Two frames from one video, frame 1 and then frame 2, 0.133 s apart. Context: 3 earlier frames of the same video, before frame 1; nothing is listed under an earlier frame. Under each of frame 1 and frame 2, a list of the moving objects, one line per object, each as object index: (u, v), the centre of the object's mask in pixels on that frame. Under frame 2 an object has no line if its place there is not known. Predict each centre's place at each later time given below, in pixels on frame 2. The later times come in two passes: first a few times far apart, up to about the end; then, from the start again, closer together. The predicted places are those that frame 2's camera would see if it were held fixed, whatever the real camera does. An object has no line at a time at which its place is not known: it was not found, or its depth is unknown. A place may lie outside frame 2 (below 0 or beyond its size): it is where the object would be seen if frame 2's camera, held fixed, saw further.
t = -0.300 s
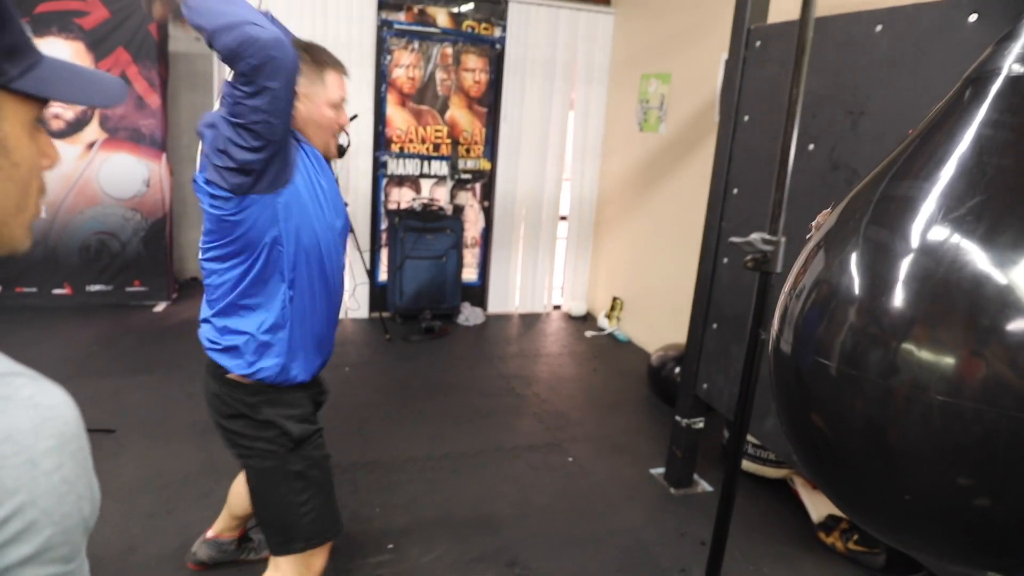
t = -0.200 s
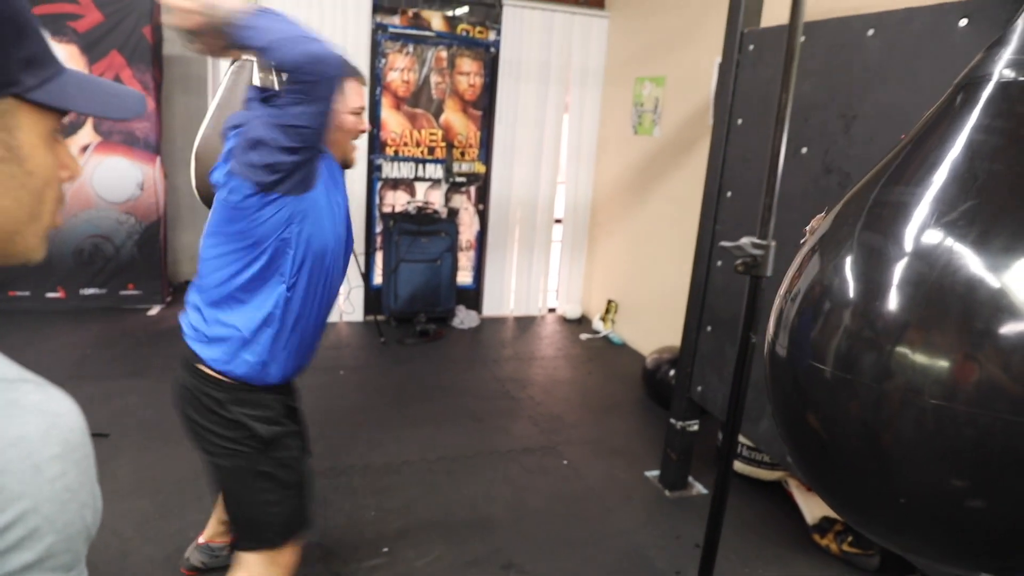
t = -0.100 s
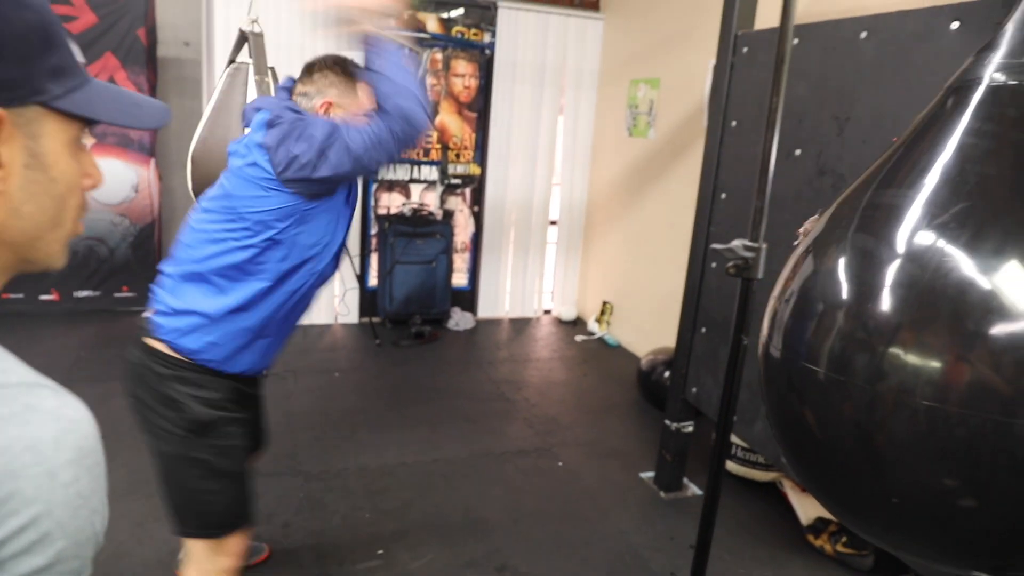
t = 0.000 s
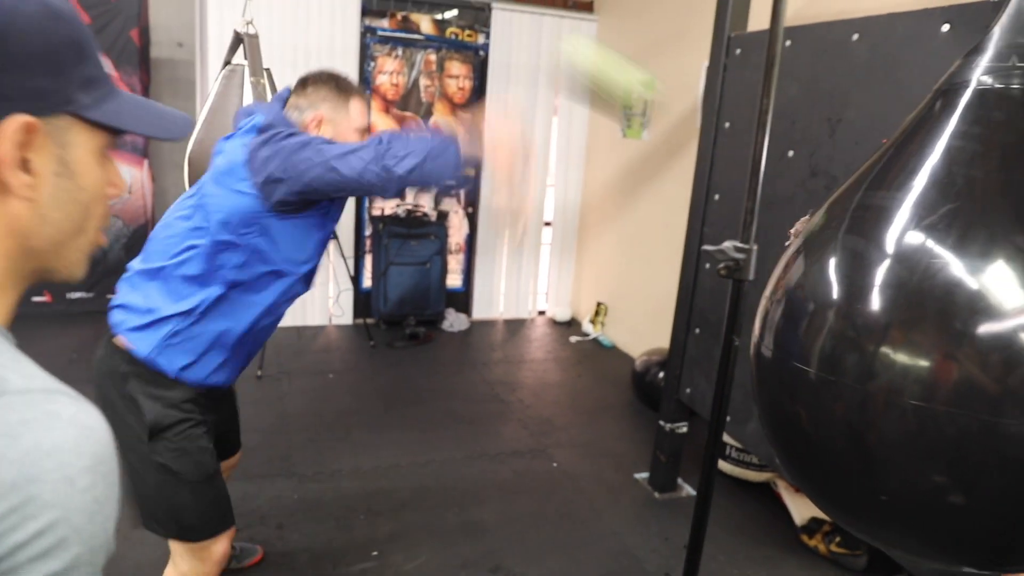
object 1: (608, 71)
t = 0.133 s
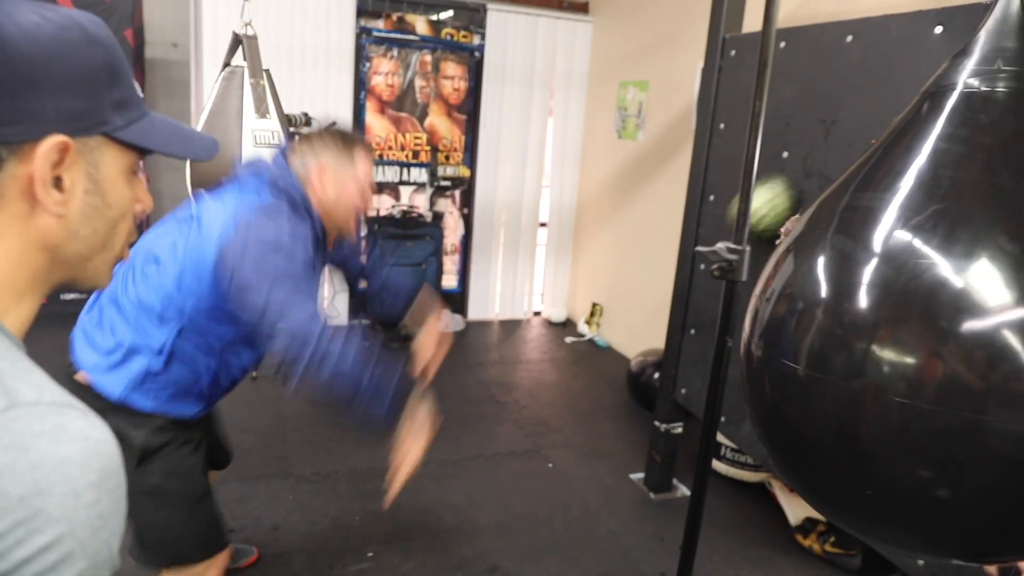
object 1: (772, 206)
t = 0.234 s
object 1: (703, 260)
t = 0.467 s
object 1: (583, 490)
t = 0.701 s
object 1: (517, 559)
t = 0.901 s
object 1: (496, 563)
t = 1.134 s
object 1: (496, 566)
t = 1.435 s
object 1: (497, 575)
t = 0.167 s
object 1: (750, 221)
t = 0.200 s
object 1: (729, 231)
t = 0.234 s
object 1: (703, 260)
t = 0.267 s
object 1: (694, 286)
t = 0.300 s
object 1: (683, 310)
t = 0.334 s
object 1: (662, 343)
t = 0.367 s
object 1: (642, 377)
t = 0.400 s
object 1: (624, 409)
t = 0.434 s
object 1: (604, 448)
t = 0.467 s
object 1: (583, 490)
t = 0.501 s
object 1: (564, 534)
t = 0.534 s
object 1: (546, 558)
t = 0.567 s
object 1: (538, 560)
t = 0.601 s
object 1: (534, 558)
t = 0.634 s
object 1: (528, 557)
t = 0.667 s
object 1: (523, 557)
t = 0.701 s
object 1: (517, 559)
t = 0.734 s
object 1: (511, 561)
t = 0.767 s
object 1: (507, 562)
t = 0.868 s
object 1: (497, 562)
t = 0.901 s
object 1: (496, 563)
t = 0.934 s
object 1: (495, 563)
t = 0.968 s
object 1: (495, 563)
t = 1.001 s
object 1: (494, 564)
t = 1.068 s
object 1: (495, 565)
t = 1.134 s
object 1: (496, 566)
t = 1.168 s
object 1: (496, 568)
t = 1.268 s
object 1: (496, 573)
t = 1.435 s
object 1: (497, 575)
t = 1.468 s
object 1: (497, 575)
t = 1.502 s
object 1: (497, 575)
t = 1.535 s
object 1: (497, 574)
